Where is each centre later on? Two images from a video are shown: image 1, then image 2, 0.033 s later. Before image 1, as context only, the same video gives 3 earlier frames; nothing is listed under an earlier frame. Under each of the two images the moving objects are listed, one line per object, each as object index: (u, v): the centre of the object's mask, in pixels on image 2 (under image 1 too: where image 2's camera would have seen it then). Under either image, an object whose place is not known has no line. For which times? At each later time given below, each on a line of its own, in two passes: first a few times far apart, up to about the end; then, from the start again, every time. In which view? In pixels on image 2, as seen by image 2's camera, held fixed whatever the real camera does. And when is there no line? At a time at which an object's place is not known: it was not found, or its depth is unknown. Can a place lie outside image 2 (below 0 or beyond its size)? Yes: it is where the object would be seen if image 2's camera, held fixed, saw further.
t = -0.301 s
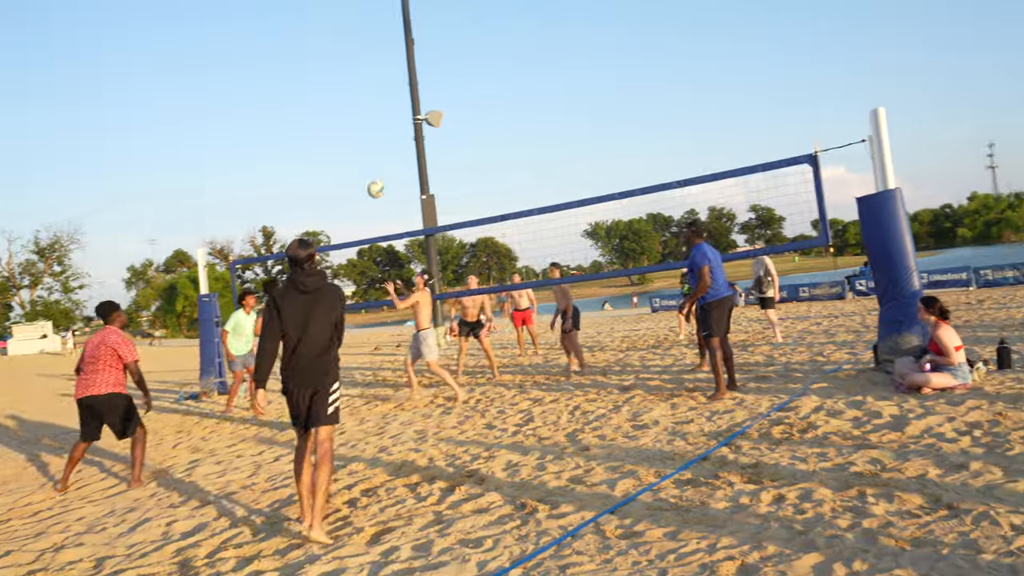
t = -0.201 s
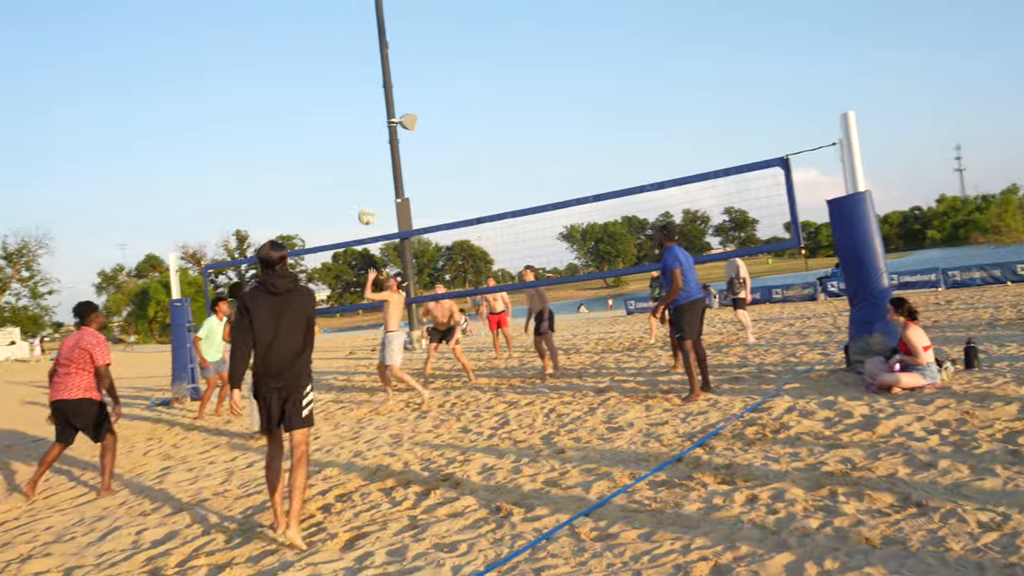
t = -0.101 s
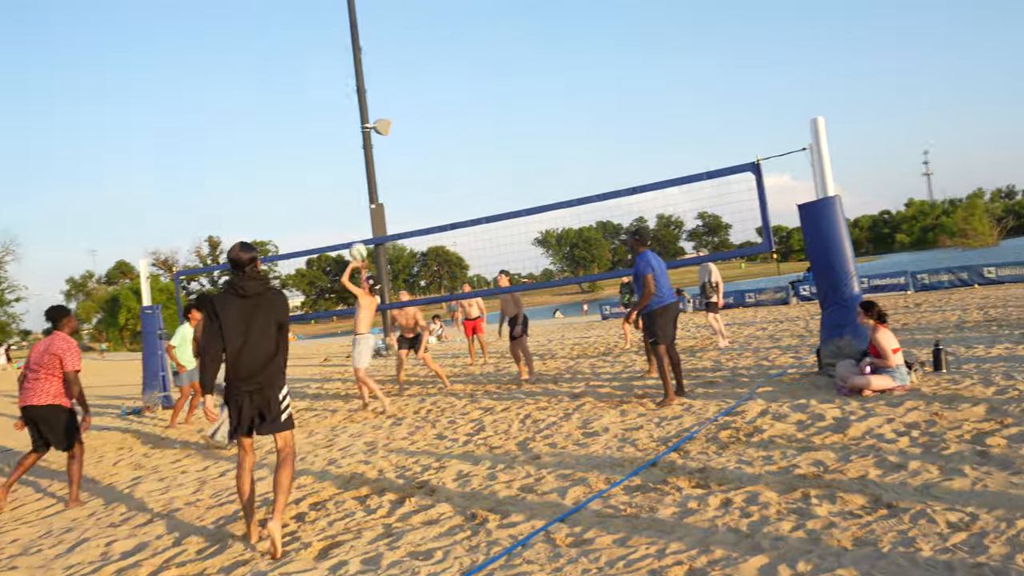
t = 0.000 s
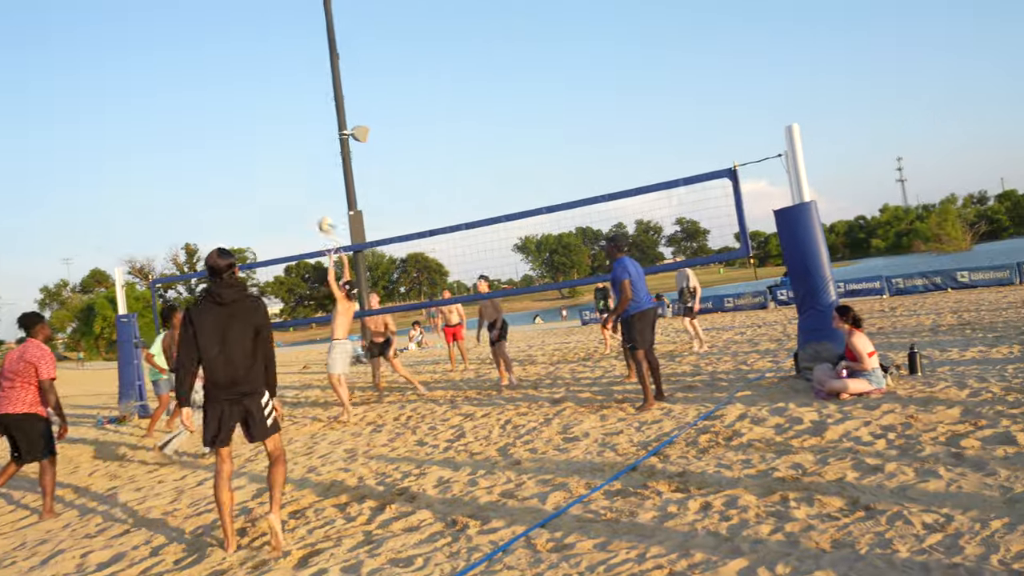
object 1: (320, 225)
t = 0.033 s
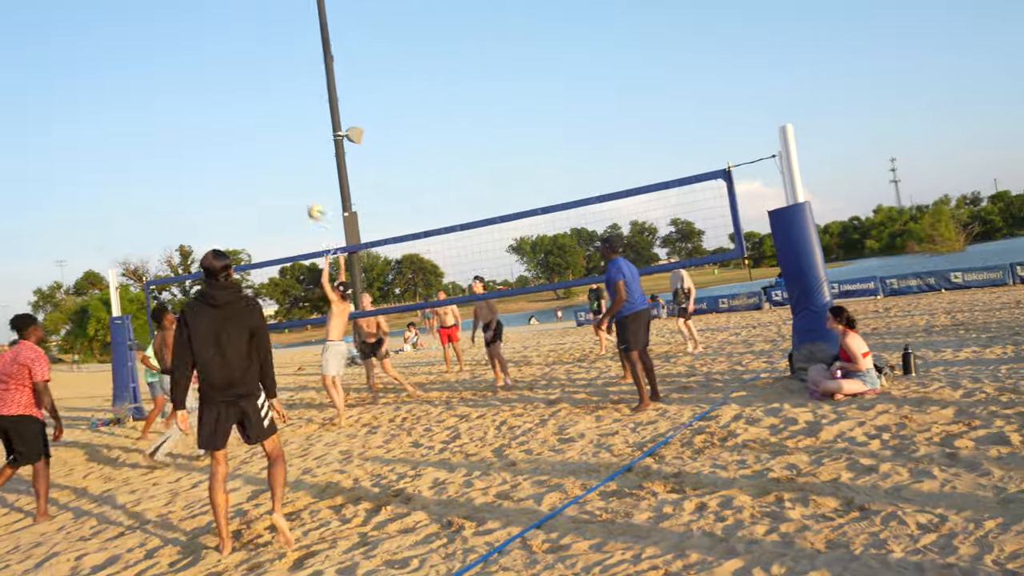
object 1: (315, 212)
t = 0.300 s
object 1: (275, 124)
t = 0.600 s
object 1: (240, 87)
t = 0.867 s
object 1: (216, 110)
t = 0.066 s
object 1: (310, 197)
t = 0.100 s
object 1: (305, 185)
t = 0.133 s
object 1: (300, 172)
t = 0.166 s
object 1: (295, 161)
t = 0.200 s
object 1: (288, 150)
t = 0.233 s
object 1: (284, 140)
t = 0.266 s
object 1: (279, 132)
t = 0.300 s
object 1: (275, 124)
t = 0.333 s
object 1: (271, 117)
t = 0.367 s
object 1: (266, 110)
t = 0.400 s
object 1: (262, 105)
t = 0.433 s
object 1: (259, 100)
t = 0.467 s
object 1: (255, 96)
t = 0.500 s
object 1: (251, 92)
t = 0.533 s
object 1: (247, 90)
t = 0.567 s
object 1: (243, 89)
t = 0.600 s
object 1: (240, 87)
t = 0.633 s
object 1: (237, 87)
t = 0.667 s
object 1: (233, 88)
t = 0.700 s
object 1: (230, 89)
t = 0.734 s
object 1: (227, 92)
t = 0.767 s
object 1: (224, 95)
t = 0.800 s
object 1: (221, 100)
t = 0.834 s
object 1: (219, 105)
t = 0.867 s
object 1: (216, 110)
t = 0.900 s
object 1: (213, 116)
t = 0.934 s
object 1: (211, 122)
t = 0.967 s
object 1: (208, 130)
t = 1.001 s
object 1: (205, 138)
